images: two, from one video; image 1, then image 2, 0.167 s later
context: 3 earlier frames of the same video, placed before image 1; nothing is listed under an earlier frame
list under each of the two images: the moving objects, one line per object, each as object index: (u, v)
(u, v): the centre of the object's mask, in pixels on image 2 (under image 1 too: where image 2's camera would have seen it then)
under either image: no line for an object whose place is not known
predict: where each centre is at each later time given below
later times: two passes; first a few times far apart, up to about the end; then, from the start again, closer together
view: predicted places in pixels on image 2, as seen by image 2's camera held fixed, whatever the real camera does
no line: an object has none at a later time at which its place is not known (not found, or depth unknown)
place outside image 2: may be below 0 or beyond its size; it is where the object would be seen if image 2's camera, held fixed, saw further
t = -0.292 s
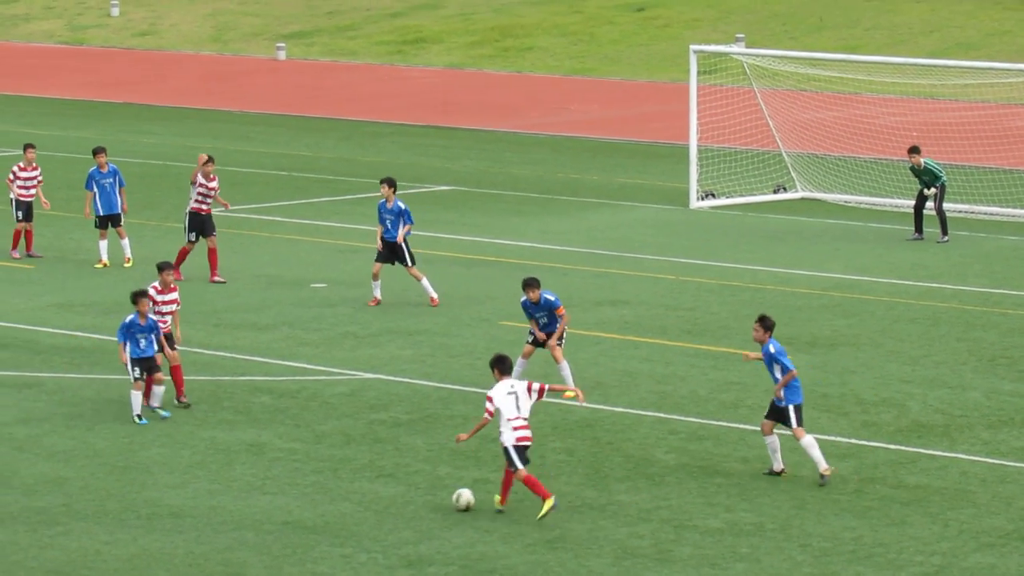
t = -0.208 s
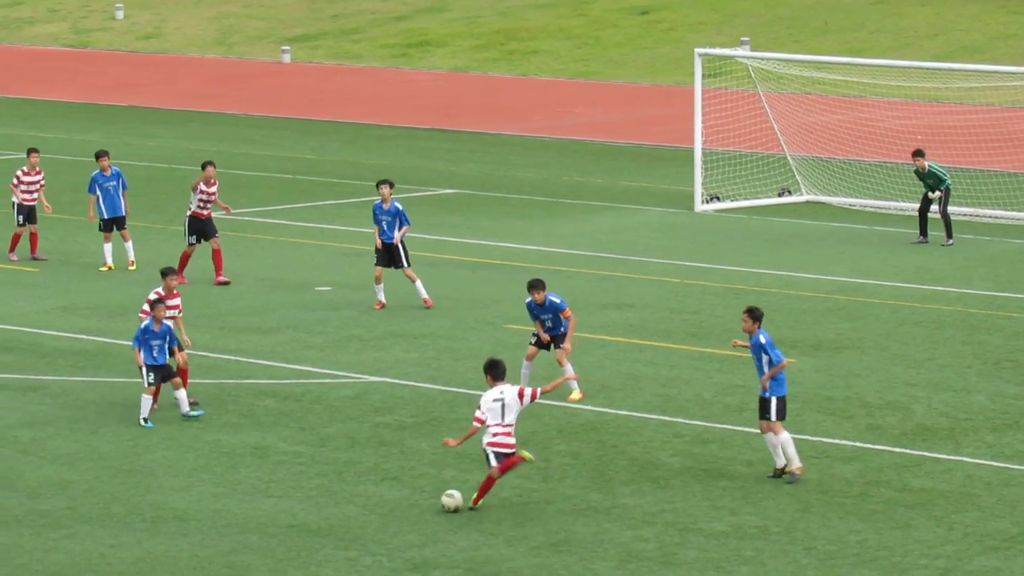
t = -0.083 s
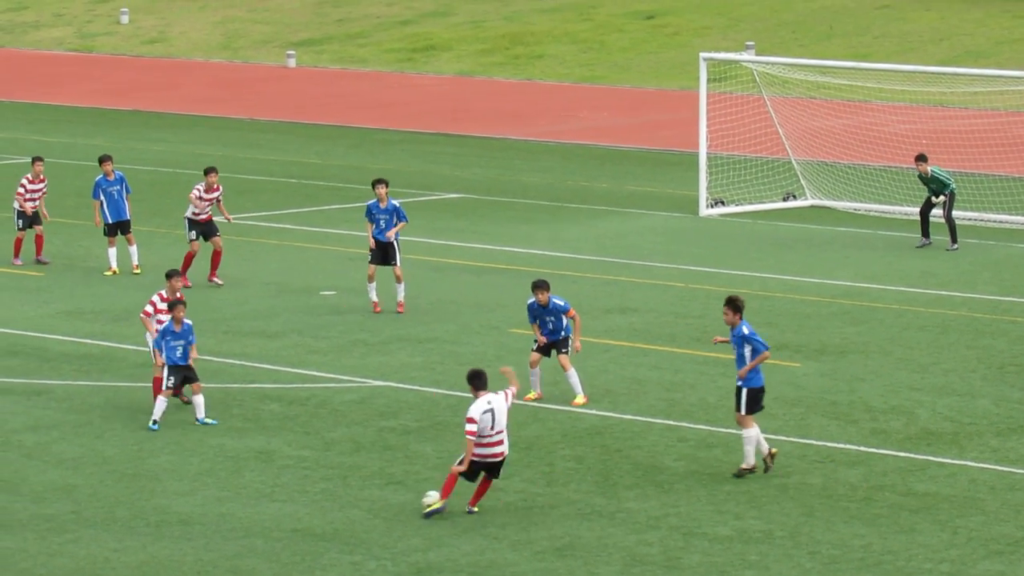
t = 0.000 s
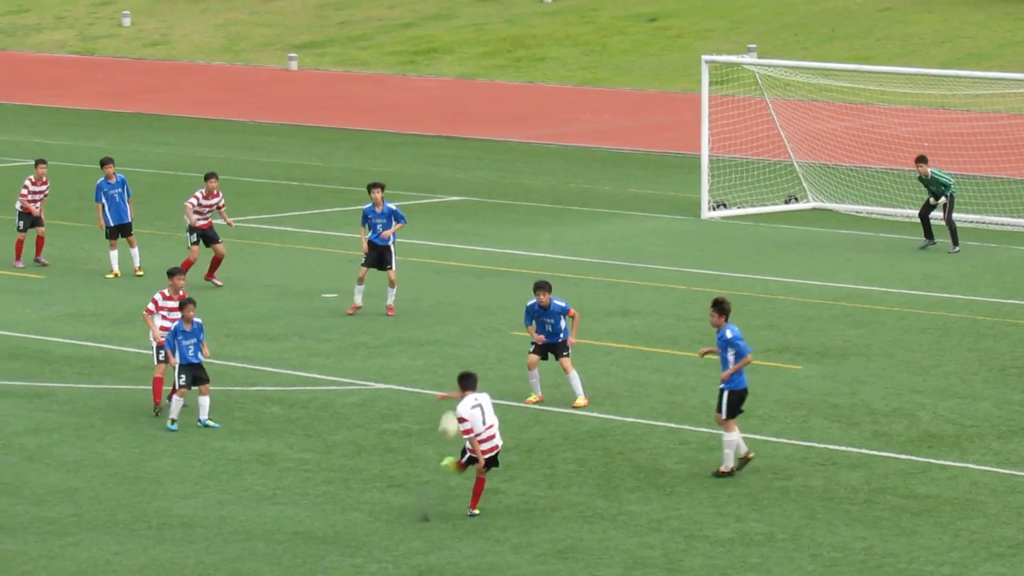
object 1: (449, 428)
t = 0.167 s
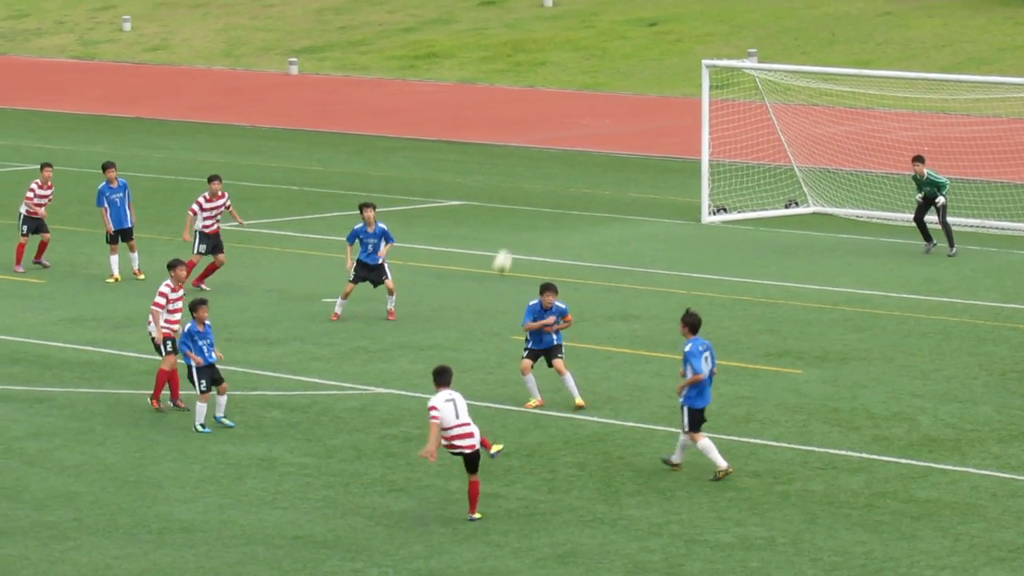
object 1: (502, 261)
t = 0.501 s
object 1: (604, 63)
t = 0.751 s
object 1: (671, 11)
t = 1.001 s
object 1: (722, 13)
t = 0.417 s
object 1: (579, 97)
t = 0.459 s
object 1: (592, 79)
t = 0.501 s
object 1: (604, 63)
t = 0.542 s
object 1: (616, 50)
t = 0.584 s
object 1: (627, 39)
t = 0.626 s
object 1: (639, 29)
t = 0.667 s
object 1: (650, 21)
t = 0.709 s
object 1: (661, 15)
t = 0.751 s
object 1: (671, 11)
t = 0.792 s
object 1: (680, 8)
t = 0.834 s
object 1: (689, 6)
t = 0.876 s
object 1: (698, 6)
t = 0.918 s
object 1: (706, 7)
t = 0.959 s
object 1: (715, 9)
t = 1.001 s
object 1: (722, 13)
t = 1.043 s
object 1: (729, 18)
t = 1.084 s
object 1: (737, 24)
